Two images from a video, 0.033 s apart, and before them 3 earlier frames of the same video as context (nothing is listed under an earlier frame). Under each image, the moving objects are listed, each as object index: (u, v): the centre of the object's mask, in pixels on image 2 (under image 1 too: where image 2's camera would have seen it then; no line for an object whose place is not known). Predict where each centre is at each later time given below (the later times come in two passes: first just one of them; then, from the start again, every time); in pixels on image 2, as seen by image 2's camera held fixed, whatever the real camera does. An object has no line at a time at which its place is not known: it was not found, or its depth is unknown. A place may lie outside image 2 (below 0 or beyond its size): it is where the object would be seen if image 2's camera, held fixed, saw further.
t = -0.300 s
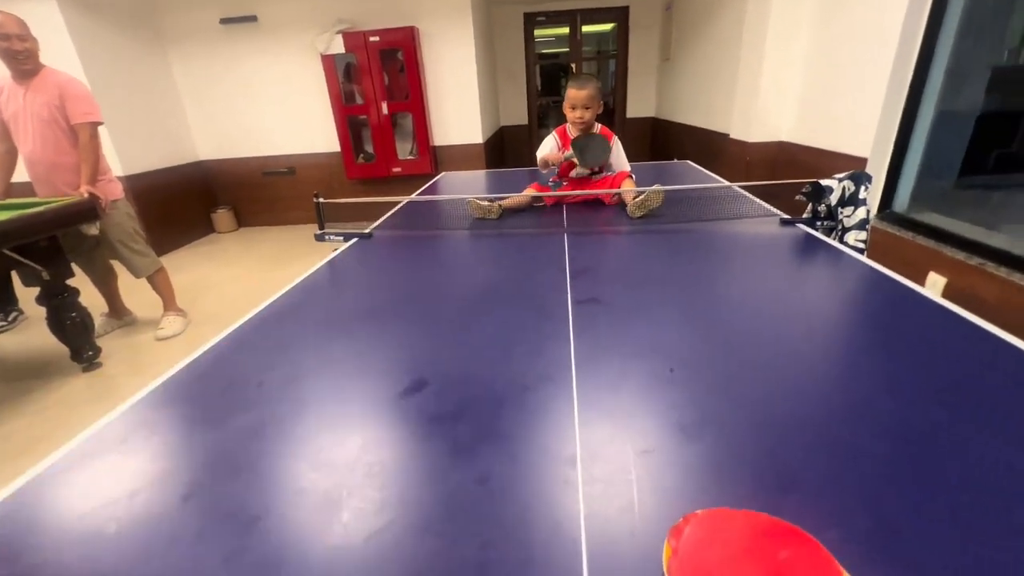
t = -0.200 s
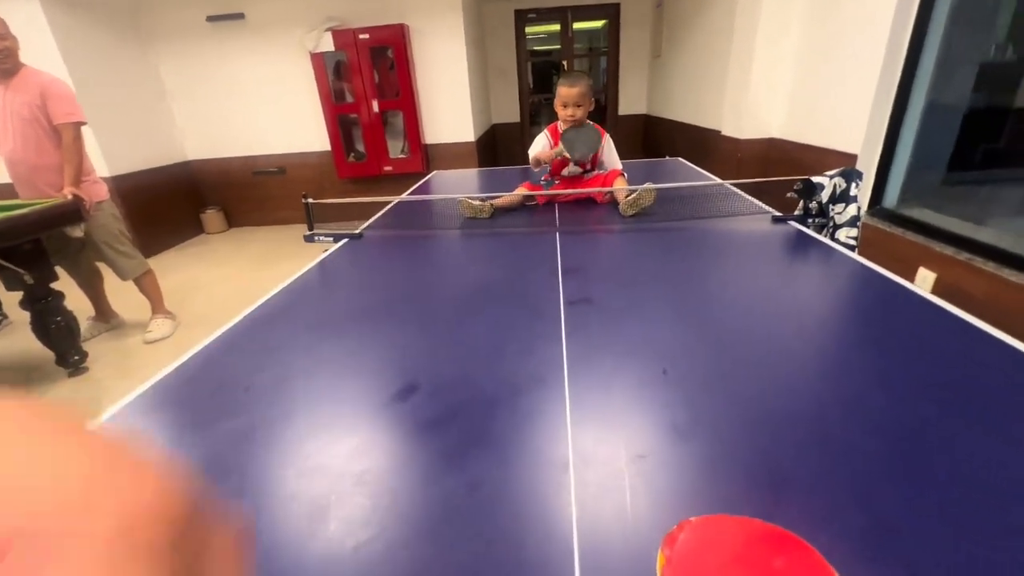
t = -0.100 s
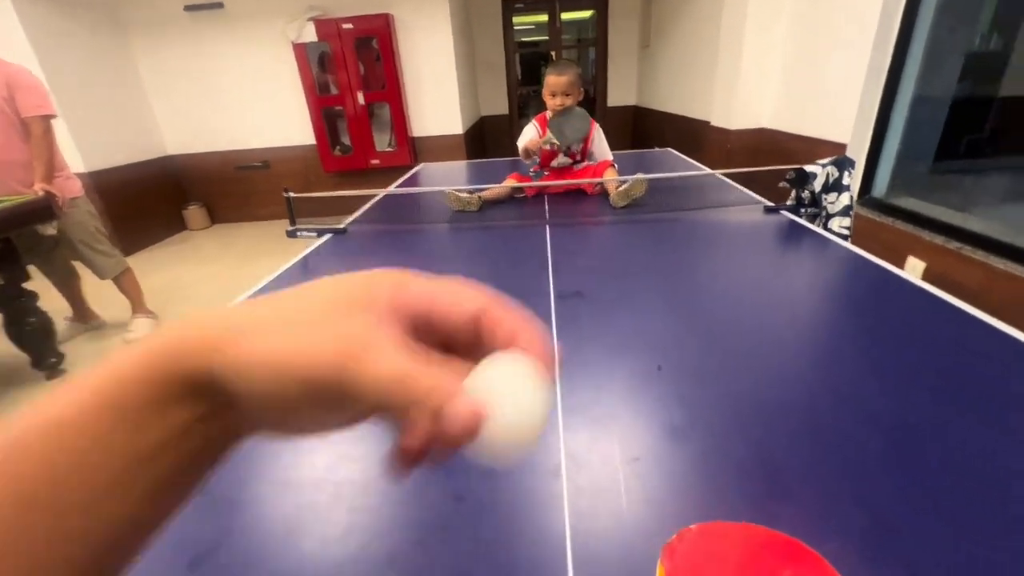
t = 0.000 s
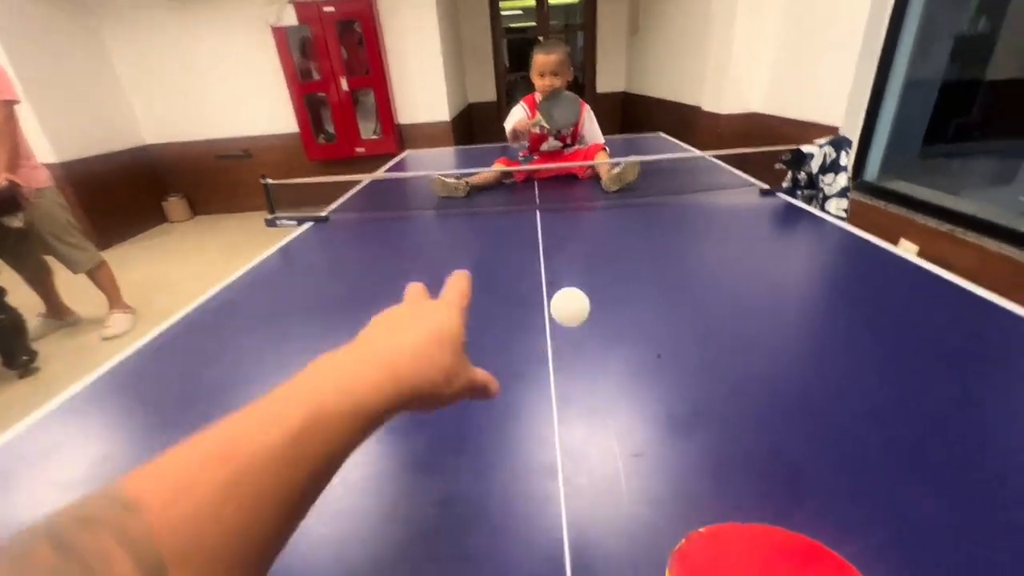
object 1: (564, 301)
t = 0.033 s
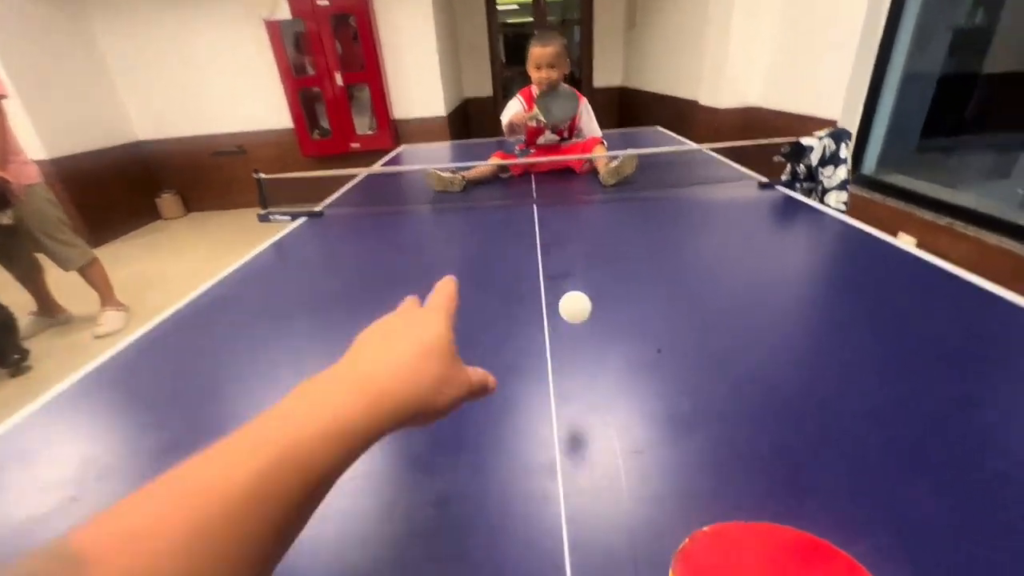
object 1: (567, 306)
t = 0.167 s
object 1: (585, 198)
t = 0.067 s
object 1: (575, 316)
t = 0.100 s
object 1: (578, 284)
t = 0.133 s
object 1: (581, 235)
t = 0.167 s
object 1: (585, 198)
